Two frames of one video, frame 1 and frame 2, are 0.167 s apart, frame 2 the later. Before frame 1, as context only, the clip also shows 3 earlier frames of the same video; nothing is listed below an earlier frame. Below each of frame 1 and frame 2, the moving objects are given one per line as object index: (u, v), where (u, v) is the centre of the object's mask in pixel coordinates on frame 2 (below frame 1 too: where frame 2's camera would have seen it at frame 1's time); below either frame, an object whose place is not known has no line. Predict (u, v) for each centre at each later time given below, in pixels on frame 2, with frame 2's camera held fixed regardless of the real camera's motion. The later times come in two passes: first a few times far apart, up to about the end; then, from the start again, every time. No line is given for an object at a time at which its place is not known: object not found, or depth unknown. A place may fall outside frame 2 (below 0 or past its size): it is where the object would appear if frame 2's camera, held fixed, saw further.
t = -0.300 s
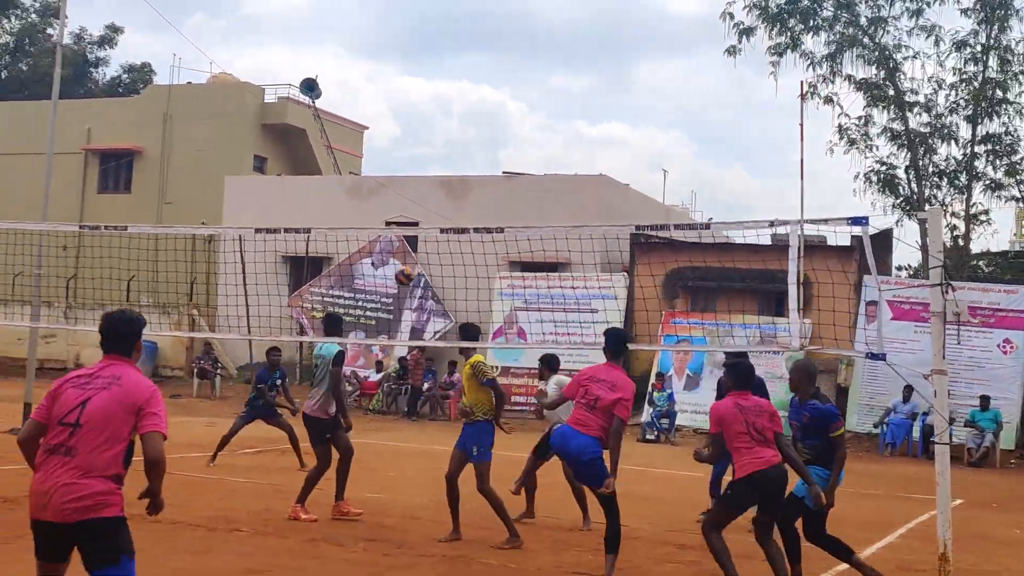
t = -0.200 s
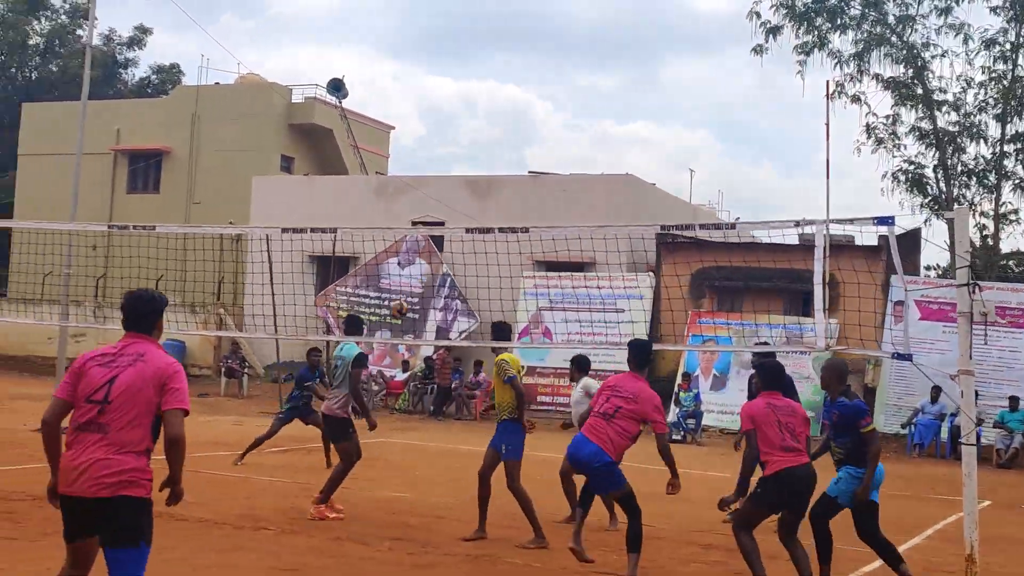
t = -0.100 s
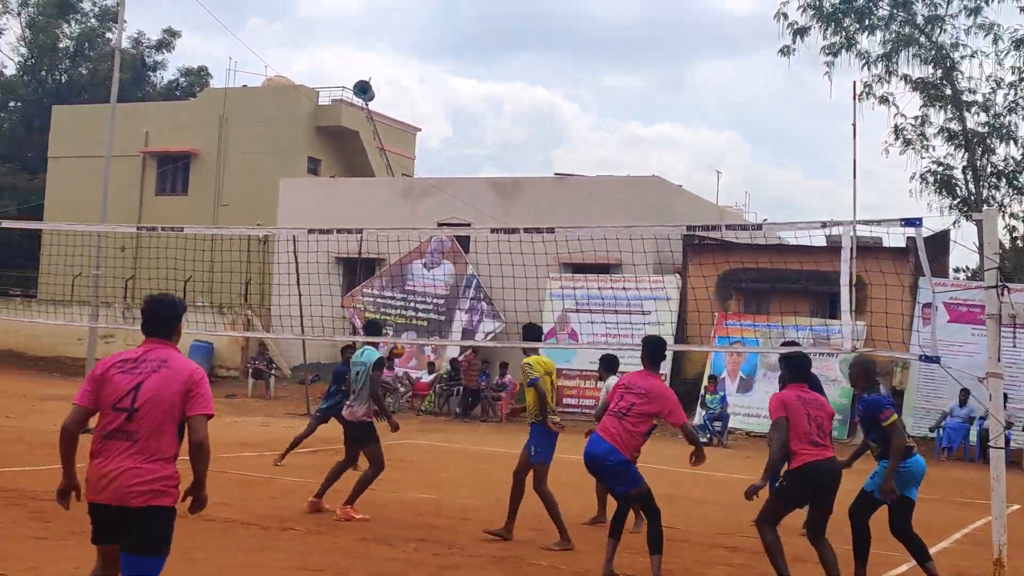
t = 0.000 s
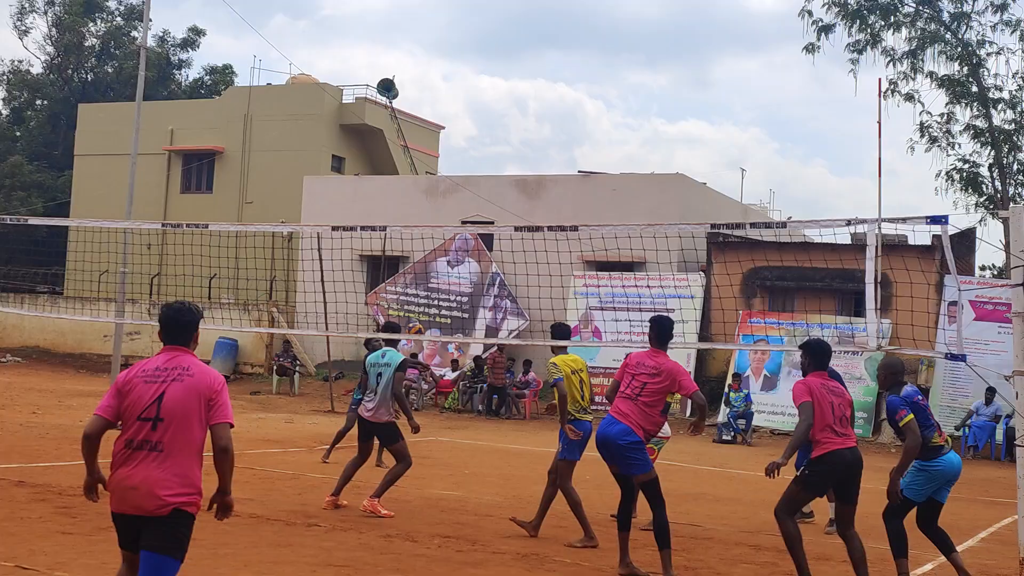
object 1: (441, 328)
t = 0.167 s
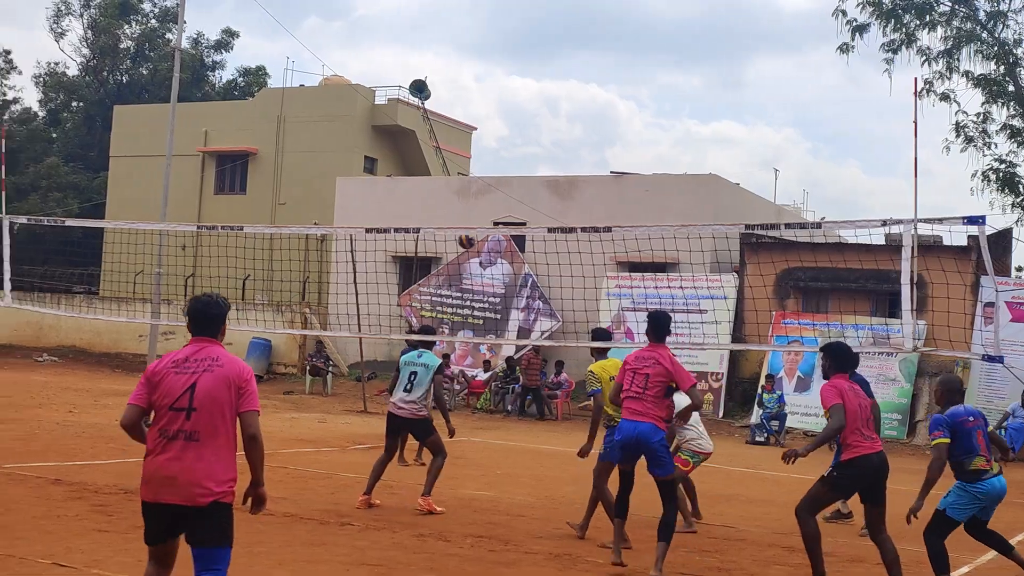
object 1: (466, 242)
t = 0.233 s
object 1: (475, 208)
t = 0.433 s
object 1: (503, 132)
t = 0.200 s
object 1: (471, 221)
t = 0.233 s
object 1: (475, 208)
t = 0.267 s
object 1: (481, 194)
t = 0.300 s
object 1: (486, 180)
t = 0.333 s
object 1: (491, 166)
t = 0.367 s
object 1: (495, 154)
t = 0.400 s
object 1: (500, 142)
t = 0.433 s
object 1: (503, 132)
